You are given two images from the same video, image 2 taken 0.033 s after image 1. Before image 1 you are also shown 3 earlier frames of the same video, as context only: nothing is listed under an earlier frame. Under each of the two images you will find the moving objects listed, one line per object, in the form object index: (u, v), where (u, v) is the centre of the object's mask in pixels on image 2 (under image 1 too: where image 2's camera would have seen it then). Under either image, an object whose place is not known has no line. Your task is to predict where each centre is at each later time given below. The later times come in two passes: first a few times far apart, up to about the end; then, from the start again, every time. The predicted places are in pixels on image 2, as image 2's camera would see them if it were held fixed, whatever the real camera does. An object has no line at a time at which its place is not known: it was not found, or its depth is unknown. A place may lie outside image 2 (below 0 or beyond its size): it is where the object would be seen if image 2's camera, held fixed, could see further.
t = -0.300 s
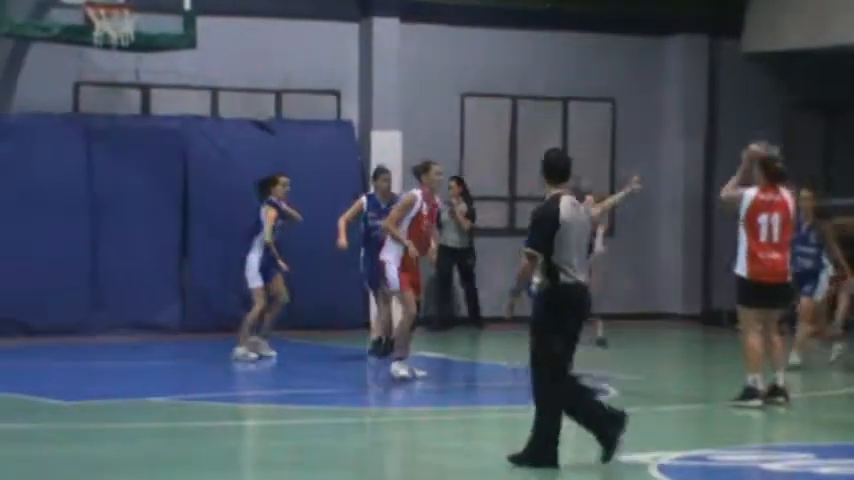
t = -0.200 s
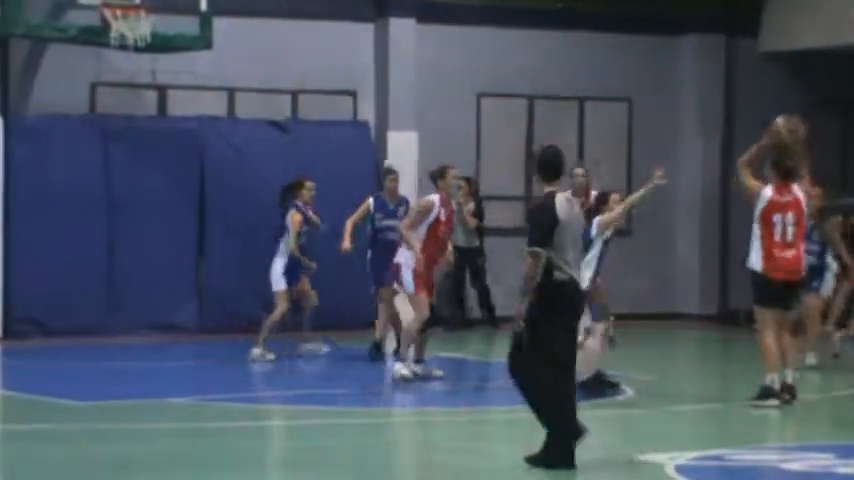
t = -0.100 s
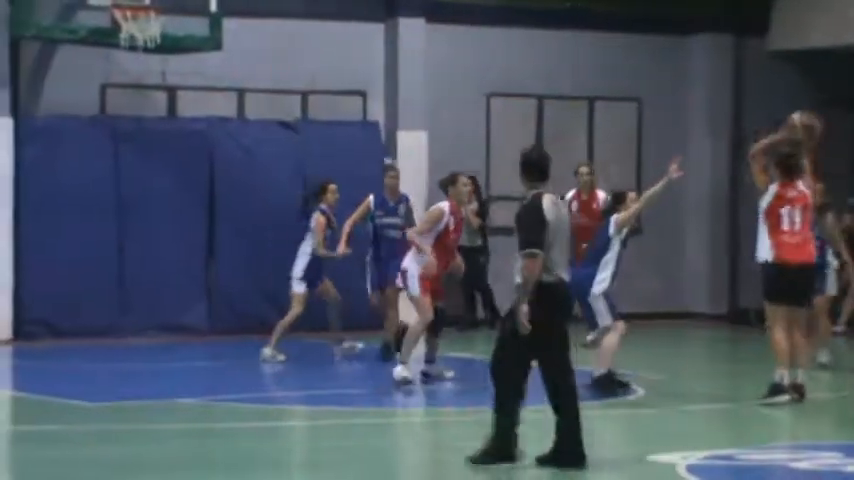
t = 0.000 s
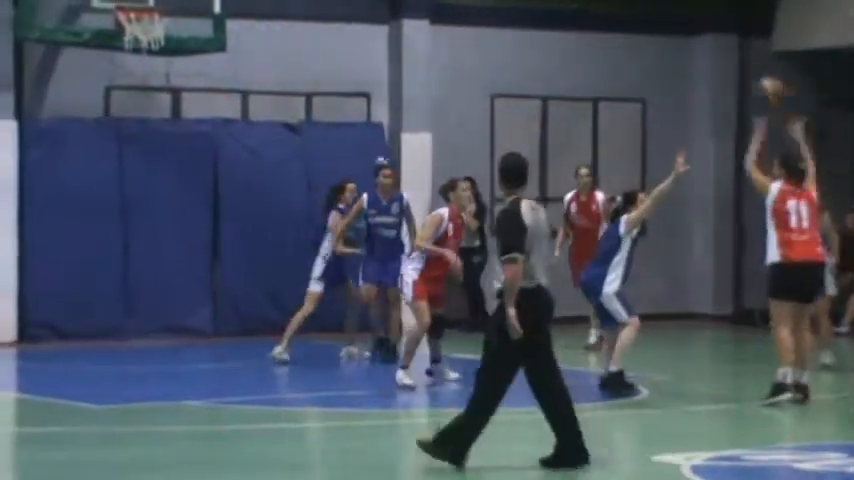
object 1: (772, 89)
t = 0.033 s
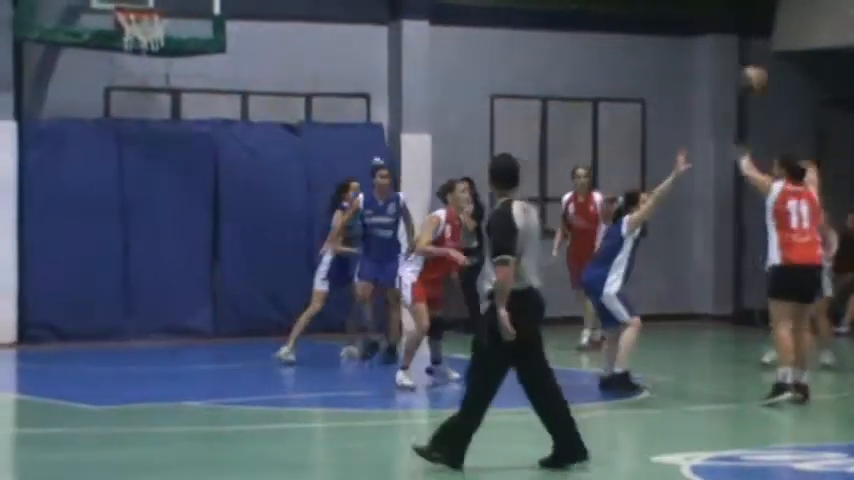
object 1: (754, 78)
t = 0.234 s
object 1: (663, 54)
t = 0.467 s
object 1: (580, 81)
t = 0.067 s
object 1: (736, 72)
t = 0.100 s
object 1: (722, 67)
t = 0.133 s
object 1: (705, 61)
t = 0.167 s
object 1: (690, 57)
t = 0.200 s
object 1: (677, 55)
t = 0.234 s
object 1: (663, 54)
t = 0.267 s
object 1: (651, 53)
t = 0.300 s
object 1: (638, 55)
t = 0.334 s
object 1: (626, 59)
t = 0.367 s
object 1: (611, 63)
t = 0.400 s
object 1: (604, 67)
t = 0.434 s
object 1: (592, 75)
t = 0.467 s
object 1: (580, 81)
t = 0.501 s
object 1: (568, 87)
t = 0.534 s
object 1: (559, 99)
